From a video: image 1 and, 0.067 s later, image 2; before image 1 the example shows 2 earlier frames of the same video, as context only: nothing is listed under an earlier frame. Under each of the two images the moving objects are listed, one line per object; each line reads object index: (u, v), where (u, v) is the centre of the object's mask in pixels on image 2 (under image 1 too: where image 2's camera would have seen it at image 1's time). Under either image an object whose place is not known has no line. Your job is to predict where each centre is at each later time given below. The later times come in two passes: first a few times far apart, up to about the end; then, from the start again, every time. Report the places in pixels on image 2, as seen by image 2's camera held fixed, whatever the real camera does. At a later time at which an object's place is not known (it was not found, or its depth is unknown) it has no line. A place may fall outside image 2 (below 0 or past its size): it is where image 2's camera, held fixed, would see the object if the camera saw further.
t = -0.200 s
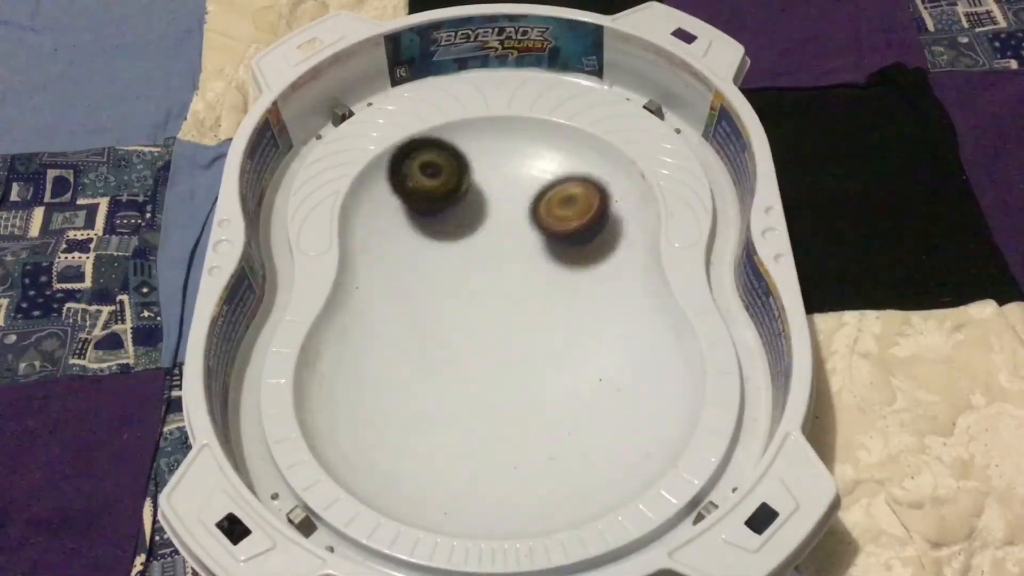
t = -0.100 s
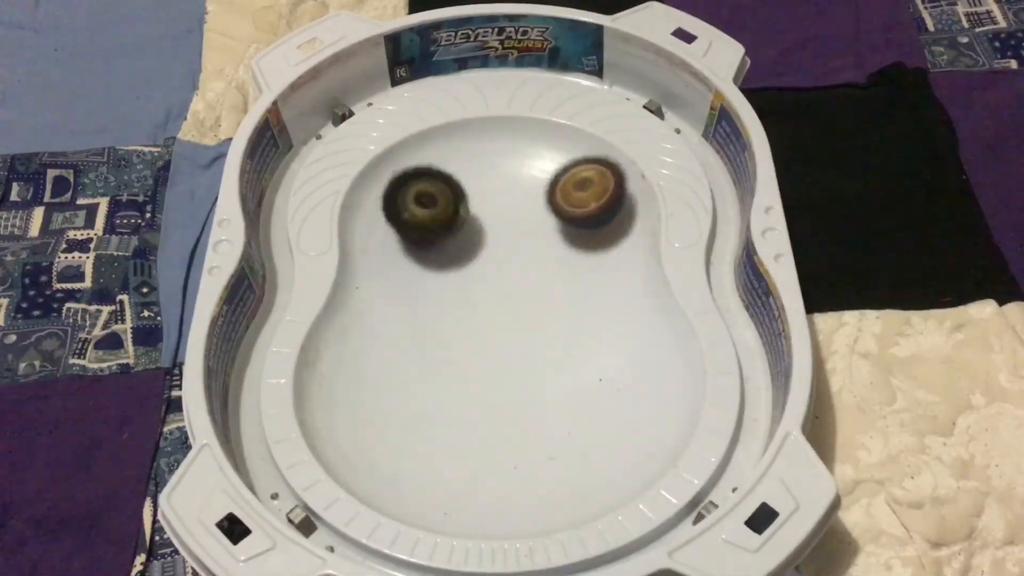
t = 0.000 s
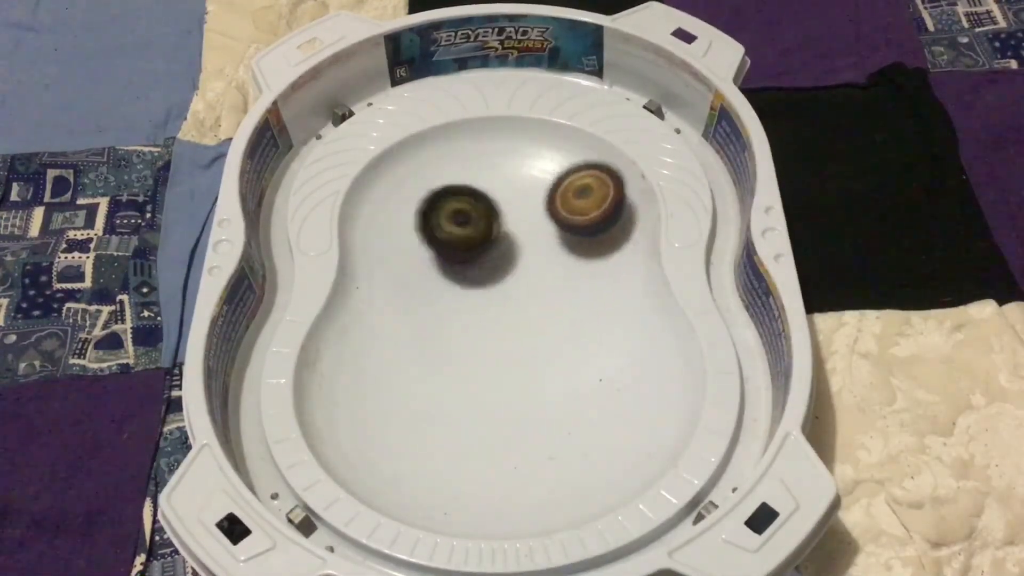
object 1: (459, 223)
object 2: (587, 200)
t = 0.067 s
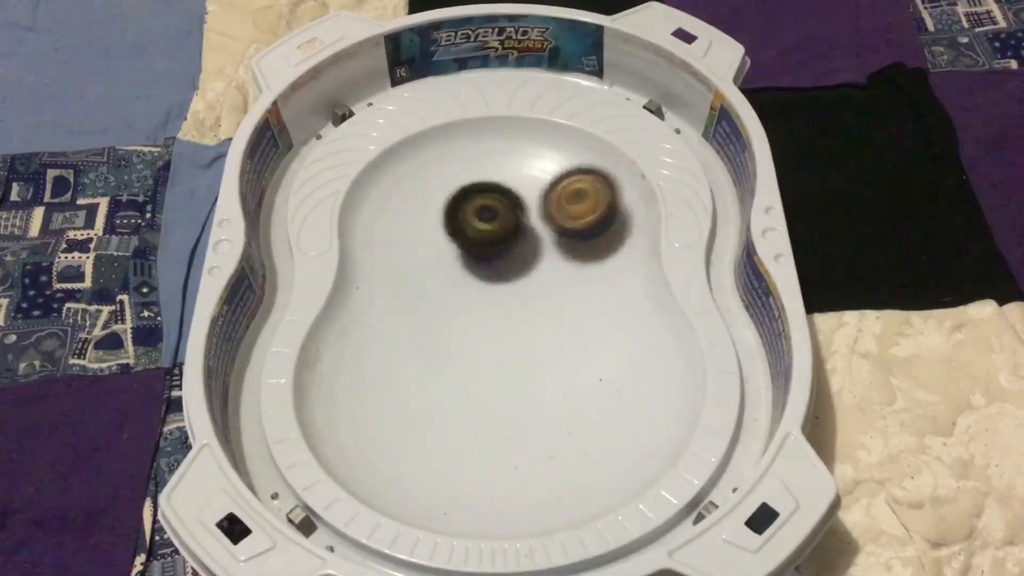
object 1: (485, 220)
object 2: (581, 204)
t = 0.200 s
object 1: (459, 202)
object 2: (591, 209)
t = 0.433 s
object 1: (422, 210)
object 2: (544, 191)
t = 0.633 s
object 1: (443, 263)
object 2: (532, 176)
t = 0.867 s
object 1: (493, 256)
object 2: (504, 179)
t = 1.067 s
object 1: (522, 260)
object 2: (488, 167)
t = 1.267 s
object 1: (530, 254)
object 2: (471, 194)
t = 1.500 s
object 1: (507, 257)
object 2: (428, 195)
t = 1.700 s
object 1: (472, 298)
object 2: (441, 209)
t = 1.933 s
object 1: (456, 388)
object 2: (455, 255)
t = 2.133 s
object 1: (486, 415)
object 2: (517, 316)
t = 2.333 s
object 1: (540, 424)
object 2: (585, 342)
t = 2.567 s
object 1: (540, 453)
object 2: (601, 304)
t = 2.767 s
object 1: (490, 407)
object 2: (496, 311)
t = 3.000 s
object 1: (374, 391)
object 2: (412, 211)
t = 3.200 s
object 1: (393, 397)
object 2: (439, 139)
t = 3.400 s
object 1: (424, 331)
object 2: (506, 194)
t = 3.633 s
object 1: (465, 332)
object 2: (471, 185)
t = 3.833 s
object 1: (507, 324)
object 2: (489, 200)
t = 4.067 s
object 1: (541, 298)
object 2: (487, 238)
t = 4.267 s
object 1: (580, 327)
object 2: (441, 178)
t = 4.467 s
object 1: (539, 375)
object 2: (483, 161)
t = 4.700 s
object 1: (507, 431)
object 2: (497, 210)
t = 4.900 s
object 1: (494, 428)
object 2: (479, 251)
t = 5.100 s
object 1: (451, 390)
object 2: (487, 292)
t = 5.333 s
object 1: (392, 353)
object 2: (520, 347)
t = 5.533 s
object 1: (391, 357)
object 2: (548, 396)
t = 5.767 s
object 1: (465, 351)
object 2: (519, 424)
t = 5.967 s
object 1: (536, 286)
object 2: (508, 418)
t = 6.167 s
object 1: (587, 202)
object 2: (506, 374)
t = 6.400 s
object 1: (494, 149)
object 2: (513, 321)
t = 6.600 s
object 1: (439, 227)
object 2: (493, 288)
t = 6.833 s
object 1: (410, 273)
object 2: (534, 334)
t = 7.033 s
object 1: (428, 321)
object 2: (557, 380)
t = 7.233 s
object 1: (485, 340)
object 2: (538, 414)
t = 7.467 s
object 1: (528, 281)
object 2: (507, 432)
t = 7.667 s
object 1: (556, 220)
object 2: (478, 396)
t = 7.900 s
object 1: (520, 162)
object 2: (469, 340)
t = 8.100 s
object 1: (449, 189)
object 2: (449, 290)
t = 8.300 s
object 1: (436, 192)
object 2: (470, 325)
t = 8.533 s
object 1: (450, 201)
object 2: (510, 383)
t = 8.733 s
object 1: (503, 205)
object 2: (545, 412)
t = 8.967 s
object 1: (547, 200)
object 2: (552, 405)
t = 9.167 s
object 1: (545, 203)
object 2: (531, 372)
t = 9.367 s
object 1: (516, 218)
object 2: (491, 339)
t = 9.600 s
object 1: (454, 243)
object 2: (429, 313)
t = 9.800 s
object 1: (441, 235)
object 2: (416, 350)
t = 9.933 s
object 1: (456, 227)
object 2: (438, 385)
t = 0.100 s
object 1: (472, 216)
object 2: (596, 199)
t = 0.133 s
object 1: (464, 210)
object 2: (601, 199)
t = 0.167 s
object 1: (460, 205)
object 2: (598, 203)
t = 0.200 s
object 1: (459, 202)
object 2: (591, 209)
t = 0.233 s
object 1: (457, 201)
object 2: (581, 212)
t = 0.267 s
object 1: (455, 201)
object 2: (570, 213)
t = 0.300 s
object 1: (455, 203)
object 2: (557, 213)
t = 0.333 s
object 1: (454, 205)
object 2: (546, 209)
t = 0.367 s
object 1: (440, 204)
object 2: (547, 204)
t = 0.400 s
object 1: (429, 205)
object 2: (547, 198)
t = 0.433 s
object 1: (422, 210)
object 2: (544, 191)
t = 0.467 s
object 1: (419, 218)
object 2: (541, 184)
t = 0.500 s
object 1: (420, 226)
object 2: (537, 180)
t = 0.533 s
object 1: (425, 236)
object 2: (535, 176)
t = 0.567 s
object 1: (431, 246)
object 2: (533, 175)
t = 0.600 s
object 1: (436, 255)
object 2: (533, 176)
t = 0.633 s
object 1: (443, 263)
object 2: (532, 176)
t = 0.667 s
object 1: (449, 268)
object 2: (531, 176)
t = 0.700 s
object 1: (457, 272)
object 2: (529, 176)
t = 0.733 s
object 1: (464, 273)
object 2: (526, 176)
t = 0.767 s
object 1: (471, 272)
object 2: (523, 176)
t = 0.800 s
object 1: (479, 269)
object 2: (518, 177)
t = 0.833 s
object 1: (485, 263)
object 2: (511, 178)
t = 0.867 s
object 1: (493, 256)
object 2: (504, 179)
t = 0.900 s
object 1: (501, 250)
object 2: (496, 178)
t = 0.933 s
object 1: (505, 255)
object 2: (493, 170)
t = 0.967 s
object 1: (510, 258)
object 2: (489, 164)
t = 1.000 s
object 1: (514, 260)
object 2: (488, 163)
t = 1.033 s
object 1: (519, 260)
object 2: (488, 165)
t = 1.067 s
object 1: (522, 260)
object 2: (488, 167)
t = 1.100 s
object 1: (524, 260)
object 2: (487, 171)
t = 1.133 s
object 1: (526, 259)
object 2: (487, 176)
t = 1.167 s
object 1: (527, 257)
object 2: (485, 181)
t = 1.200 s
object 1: (530, 255)
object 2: (482, 186)
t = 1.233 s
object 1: (531, 254)
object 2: (478, 190)
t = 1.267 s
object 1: (530, 254)
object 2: (471, 194)
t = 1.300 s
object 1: (527, 252)
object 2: (463, 196)
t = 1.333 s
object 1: (524, 251)
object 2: (454, 197)
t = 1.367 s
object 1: (522, 250)
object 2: (444, 198)
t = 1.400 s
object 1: (521, 250)
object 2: (436, 197)
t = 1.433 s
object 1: (518, 252)
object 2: (430, 196)
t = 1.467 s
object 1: (513, 255)
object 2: (428, 195)
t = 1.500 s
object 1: (507, 257)
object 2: (428, 195)
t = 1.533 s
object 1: (501, 262)
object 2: (429, 195)
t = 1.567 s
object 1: (495, 266)
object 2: (432, 196)
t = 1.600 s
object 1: (489, 272)
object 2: (435, 199)
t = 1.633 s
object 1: (484, 280)
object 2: (437, 202)
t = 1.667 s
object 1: (478, 288)
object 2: (439, 205)
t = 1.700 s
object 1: (472, 298)
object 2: (441, 209)
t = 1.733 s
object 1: (467, 309)
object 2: (443, 213)
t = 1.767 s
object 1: (462, 321)
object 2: (445, 219)
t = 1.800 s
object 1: (460, 333)
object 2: (445, 225)
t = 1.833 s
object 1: (459, 346)
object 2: (445, 232)
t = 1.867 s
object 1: (457, 362)
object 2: (446, 240)
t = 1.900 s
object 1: (455, 377)
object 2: (450, 248)
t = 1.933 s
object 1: (456, 388)
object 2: (455, 255)
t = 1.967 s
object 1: (459, 396)
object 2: (463, 265)
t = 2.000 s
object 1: (465, 399)
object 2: (474, 277)
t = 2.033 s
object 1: (473, 400)
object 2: (484, 290)
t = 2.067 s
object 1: (481, 399)
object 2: (494, 304)
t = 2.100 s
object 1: (486, 400)
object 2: (505, 319)
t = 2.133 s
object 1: (486, 415)
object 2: (517, 316)
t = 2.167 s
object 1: (491, 427)
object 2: (530, 312)
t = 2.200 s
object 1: (500, 434)
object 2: (542, 313)
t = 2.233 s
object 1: (511, 435)
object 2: (552, 317)
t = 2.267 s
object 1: (523, 433)
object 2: (563, 324)
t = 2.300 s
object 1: (534, 428)
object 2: (573, 333)
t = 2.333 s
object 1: (540, 424)
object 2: (585, 342)
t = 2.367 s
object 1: (531, 443)
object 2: (607, 321)
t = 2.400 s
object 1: (525, 457)
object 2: (626, 303)
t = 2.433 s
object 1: (523, 463)
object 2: (635, 292)
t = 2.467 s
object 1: (524, 466)
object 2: (636, 287)
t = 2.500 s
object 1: (529, 465)
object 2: (630, 289)
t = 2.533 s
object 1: (535, 459)
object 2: (617, 295)
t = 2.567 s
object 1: (540, 453)
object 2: (601, 304)
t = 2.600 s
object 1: (542, 446)
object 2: (584, 311)
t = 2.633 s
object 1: (539, 439)
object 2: (566, 316)
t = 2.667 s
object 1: (533, 431)
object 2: (548, 320)
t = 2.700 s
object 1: (522, 423)
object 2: (529, 320)
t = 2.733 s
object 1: (506, 414)
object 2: (512, 317)
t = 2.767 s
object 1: (490, 407)
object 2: (496, 311)
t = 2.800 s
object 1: (472, 401)
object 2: (482, 303)
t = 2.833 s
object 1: (452, 396)
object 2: (470, 291)
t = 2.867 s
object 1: (432, 392)
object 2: (460, 277)
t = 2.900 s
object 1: (415, 390)
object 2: (448, 261)
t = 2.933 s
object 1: (398, 388)
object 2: (437, 245)
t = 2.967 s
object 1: (384, 389)
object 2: (424, 228)
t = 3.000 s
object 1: (374, 391)
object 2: (412, 211)
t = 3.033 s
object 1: (369, 394)
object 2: (401, 193)
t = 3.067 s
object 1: (369, 398)
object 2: (397, 176)
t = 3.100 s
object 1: (373, 402)
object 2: (397, 160)
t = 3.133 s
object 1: (379, 403)
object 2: (405, 146)
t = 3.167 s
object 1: (385, 401)
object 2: (420, 139)
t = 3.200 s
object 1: (393, 397)
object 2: (439, 139)
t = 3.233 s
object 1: (401, 390)
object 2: (459, 143)
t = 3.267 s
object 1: (409, 381)
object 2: (478, 149)
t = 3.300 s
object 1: (416, 370)
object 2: (493, 158)
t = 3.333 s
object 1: (421, 356)
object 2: (501, 169)
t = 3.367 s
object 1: (424, 343)
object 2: (506, 182)
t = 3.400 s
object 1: (424, 331)
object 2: (506, 194)
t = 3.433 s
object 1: (426, 320)
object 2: (502, 206)
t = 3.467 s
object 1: (431, 309)
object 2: (495, 216)
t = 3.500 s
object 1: (441, 300)
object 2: (485, 224)
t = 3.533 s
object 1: (447, 302)
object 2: (478, 221)
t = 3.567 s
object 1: (452, 316)
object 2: (476, 205)
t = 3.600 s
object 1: (459, 327)
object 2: (473, 193)
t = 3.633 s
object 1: (465, 332)
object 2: (471, 185)
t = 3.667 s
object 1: (472, 333)
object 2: (472, 183)
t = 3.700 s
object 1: (478, 333)
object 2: (475, 184)
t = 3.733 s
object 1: (485, 332)
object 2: (479, 187)
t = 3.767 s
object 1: (493, 329)
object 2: (483, 191)
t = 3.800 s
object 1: (500, 327)
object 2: (487, 195)
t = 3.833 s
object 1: (507, 324)
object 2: (489, 200)
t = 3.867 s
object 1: (513, 321)
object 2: (490, 205)
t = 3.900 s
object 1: (519, 318)
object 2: (491, 210)
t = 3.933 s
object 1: (525, 314)
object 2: (490, 215)
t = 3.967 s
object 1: (530, 310)
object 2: (489, 220)
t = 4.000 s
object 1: (534, 306)
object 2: (488, 226)
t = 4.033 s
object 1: (538, 301)
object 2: (487, 232)
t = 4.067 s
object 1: (541, 298)
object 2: (487, 238)
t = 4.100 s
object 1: (555, 308)
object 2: (473, 226)
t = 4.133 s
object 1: (567, 316)
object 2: (458, 213)
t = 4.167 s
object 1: (574, 321)
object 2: (447, 203)
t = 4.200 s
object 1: (578, 323)
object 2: (442, 194)
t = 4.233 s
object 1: (580, 325)
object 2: (441, 185)
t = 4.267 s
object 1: (580, 327)
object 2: (441, 178)
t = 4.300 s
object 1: (578, 332)
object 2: (444, 171)
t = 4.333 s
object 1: (573, 337)
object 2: (450, 164)
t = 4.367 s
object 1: (566, 345)
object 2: (457, 160)
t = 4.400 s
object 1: (558, 354)
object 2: (465, 159)
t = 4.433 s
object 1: (548, 364)
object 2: (474, 159)
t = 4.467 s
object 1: (539, 375)
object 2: (483, 161)
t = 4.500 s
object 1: (531, 386)
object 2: (490, 166)
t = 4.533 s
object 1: (525, 396)
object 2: (496, 171)
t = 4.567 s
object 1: (520, 405)
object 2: (499, 178)
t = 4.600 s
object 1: (516, 414)
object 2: (501, 187)
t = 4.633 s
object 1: (513, 420)
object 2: (502, 195)
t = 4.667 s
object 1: (510, 427)
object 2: (500, 202)
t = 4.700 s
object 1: (507, 431)
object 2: (497, 210)
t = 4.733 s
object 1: (505, 434)
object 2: (494, 217)
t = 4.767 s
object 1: (503, 435)
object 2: (489, 224)
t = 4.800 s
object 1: (501, 436)
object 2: (486, 231)
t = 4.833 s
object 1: (500, 435)
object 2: (483, 238)
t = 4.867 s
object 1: (498, 432)
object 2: (480, 244)
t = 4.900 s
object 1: (494, 428)
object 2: (479, 251)
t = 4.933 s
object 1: (489, 423)
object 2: (479, 258)
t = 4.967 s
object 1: (483, 418)
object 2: (479, 264)
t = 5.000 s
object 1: (476, 411)
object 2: (480, 271)
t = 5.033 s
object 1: (468, 405)
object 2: (482, 278)
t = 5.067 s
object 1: (460, 398)
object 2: (484, 285)
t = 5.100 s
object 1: (451, 390)
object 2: (487, 292)
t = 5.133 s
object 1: (442, 383)
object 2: (490, 300)
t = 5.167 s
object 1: (433, 377)
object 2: (494, 307)
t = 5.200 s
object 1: (424, 370)
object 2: (499, 315)
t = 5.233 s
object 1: (415, 364)
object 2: (504, 323)
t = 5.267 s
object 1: (407, 359)
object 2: (509, 331)
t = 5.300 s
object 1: (399, 356)
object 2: (514, 339)
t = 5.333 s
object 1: (392, 353)
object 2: (520, 347)
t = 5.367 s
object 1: (387, 351)
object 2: (527, 356)
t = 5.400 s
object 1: (384, 351)
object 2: (533, 365)
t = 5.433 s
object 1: (382, 352)
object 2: (540, 373)
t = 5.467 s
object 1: (382, 353)
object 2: (544, 381)
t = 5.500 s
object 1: (385, 355)
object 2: (547, 389)
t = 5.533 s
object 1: (391, 357)
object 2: (548, 396)
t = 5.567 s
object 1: (398, 358)
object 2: (547, 403)
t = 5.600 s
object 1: (406, 358)
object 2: (545, 409)
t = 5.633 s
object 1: (415, 357)
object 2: (541, 414)
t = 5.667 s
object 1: (424, 355)
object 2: (536, 418)
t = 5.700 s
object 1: (437, 354)
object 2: (530, 421)
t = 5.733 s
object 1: (451, 354)
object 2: (523, 422)
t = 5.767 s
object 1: (465, 351)
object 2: (519, 424)
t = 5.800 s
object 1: (474, 340)
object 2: (520, 427)
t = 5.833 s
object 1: (485, 328)
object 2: (518, 427)
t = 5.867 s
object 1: (497, 318)
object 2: (516, 427)
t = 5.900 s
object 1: (509, 308)
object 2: (513, 426)
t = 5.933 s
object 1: (523, 298)
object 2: (510, 422)
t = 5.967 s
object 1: (536, 286)
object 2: (508, 418)
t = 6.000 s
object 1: (547, 273)
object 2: (506, 412)
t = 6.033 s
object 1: (556, 259)
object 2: (505, 405)
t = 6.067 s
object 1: (566, 245)
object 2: (504, 398)
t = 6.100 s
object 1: (574, 232)
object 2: (505, 391)
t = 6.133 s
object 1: (580, 217)
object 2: (505, 383)
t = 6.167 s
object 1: (587, 202)
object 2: (506, 374)
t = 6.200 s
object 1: (589, 185)
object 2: (508, 367)
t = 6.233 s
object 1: (585, 169)
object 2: (510, 359)
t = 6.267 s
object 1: (576, 158)
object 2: (512, 351)
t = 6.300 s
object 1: (559, 147)
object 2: (514, 343)
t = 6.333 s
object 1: (538, 142)
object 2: (515, 336)
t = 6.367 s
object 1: (515, 142)
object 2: (514, 328)
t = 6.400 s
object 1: (494, 149)
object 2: (513, 321)
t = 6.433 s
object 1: (476, 158)
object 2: (510, 315)
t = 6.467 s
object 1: (461, 171)
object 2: (507, 308)
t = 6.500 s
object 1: (451, 186)
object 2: (502, 302)
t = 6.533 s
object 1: (444, 202)
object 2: (498, 296)
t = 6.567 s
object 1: (442, 217)
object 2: (492, 289)
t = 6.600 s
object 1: (439, 227)
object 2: (493, 288)
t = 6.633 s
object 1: (434, 234)
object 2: (496, 291)
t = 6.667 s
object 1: (426, 238)
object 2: (506, 298)
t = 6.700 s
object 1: (418, 241)
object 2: (515, 306)
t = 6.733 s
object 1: (412, 247)
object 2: (521, 313)
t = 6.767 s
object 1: (410, 255)
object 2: (525, 320)
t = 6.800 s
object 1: (409, 263)
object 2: (530, 326)
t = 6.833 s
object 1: (410, 273)
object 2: (534, 334)
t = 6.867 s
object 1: (412, 283)
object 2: (539, 341)
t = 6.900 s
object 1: (413, 291)
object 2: (544, 348)
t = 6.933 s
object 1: (416, 300)
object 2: (548, 356)
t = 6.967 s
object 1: (419, 307)
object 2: (553, 365)
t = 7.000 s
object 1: (423, 315)
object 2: (556, 373)
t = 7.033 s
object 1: (428, 321)
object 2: (557, 380)
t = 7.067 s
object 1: (434, 328)
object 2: (558, 388)
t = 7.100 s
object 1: (442, 333)
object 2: (556, 395)
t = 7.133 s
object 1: (452, 339)
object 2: (553, 401)
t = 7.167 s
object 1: (463, 342)
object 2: (547, 406)
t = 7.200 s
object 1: (474, 344)
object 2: (541, 410)
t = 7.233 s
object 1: (485, 340)
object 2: (538, 414)
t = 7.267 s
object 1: (490, 331)
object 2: (540, 422)
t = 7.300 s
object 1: (496, 323)
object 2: (537, 428)
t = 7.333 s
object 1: (502, 316)
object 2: (532, 431)
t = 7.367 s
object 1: (508, 307)
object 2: (527, 434)
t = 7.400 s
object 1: (515, 299)
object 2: (520, 435)
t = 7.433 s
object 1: (521, 290)
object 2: (513, 434)
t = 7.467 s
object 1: (528, 281)
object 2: (507, 432)
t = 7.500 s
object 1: (534, 272)
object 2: (500, 429)
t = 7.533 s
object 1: (539, 262)
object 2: (494, 424)
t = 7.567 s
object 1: (544, 251)
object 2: (489, 419)
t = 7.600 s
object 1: (548, 242)
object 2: (484, 412)
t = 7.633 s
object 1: (552, 231)
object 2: (481, 404)
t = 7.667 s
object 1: (556, 220)
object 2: (478, 396)
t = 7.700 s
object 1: (559, 210)
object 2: (476, 388)
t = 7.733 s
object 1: (560, 200)
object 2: (474, 379)
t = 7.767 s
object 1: (557, 190)
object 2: (474, 370)
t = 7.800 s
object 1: (552, 180)
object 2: (473, 362)
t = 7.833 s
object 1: (543, 172)
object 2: (472, 354)
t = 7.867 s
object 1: (532, 166)
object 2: (471, 347)
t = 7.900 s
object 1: (520, 162)
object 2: (469, 340)
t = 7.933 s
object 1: (507, 161)
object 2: (466, 332)
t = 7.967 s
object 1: (493, 162)
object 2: (463, 324)
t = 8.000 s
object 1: (480, 166)
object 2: (460, 315)
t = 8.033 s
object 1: (468, 172)
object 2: (456, 307)
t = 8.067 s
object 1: (458, 180)
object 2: (453, 298)
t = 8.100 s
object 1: (449, 189)
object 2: (449, 290)
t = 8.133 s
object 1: (444, 199)
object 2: (445, 282)
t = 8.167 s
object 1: (441, 204)
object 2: (445, 279)
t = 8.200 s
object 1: (439, 198)
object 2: (447, 294)
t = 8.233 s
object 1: (439, 194)
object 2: (455, 306)
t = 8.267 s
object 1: (438, 192)
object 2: (464, 317)
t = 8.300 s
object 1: (436, 192)
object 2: (470, 325)
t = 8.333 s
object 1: (434, 192)
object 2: (473, 333)
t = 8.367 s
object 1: (434, 193)
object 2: (477, 341)
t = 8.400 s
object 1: (435, 194)
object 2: (482, 350)
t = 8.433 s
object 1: (436, 196)
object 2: (488, 359)
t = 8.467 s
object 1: (439, 197)
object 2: (495, 368)
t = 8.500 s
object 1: (444, 199)
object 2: (503, 376)
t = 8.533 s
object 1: (450, 201)
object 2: (510, 383)
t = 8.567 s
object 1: (456, 203)
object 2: (516, 390)
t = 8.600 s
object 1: (464, 204)
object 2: (523, 396)
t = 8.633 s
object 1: (473, 204)
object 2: (530, 401)
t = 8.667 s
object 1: (483, 205)
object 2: (535, 406)
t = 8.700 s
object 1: (493, 205)
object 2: (540, 409)
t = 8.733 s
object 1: (503, 205)
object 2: (545, 412)
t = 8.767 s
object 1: (511, 205)
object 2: (548, 414)
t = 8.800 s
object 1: (520, 204)
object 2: (551, 415)
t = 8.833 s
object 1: (528, 204)
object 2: (552, 415)
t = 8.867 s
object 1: (534, 202)
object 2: (554, 414)
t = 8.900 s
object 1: (540, 202)
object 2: (554, 412)
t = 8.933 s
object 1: (543, 201)
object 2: (554, 409)
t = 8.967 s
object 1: (547, 200)
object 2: (552, 405)
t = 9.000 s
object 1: (549, 200)
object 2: (550, 400)
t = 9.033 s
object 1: (550, 200)
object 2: (548, 395)
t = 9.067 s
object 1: (550, 200)
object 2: (544, 389)
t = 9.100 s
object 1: (549, 200)
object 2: (540, 383)
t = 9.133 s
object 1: (547, 202)
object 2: (536, 377)
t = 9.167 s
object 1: (545, 203)
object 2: (531, 372)
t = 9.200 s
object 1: (542, 205)
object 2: (527, 366)
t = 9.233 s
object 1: (539, 207)
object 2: (521, 360)
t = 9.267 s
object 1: (534, 209)
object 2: (515, 354)
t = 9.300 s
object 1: (529, 212)
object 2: (508, 348)
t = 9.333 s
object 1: (523, 215)
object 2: (500, 343)
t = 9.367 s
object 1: (516, 218)
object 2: (491, 339)
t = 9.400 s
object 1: (508, 222)
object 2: (482, 335)
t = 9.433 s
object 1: (499, 225)
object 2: (472, 330)
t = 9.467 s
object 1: (489, 230)
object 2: (462, 328)
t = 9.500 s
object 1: (479, 234)
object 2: (453, 323)
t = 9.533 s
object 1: (469, 239)
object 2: (444, 317)
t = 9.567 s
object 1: (460, 242)
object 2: (436, 312)
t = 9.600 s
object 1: (454, 243)
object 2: (429, 313)
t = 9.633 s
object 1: (448, 242)
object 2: (423, 318)
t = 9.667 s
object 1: (444, 240)
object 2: (419, 321)
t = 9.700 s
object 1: (441, 239)
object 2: (414, 325)
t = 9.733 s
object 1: (440, 237)
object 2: (412, 333)
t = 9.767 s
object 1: (440, 236)
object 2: (413, 341)
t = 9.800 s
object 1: (441, 235)
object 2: (416, 350)
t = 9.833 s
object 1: (443, 233)
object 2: (421, 360)
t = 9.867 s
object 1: (446, 232)
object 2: (426, 369)
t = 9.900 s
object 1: (450, 230)
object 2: (431, 377)
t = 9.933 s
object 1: (456, 227)
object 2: (438, 385)
